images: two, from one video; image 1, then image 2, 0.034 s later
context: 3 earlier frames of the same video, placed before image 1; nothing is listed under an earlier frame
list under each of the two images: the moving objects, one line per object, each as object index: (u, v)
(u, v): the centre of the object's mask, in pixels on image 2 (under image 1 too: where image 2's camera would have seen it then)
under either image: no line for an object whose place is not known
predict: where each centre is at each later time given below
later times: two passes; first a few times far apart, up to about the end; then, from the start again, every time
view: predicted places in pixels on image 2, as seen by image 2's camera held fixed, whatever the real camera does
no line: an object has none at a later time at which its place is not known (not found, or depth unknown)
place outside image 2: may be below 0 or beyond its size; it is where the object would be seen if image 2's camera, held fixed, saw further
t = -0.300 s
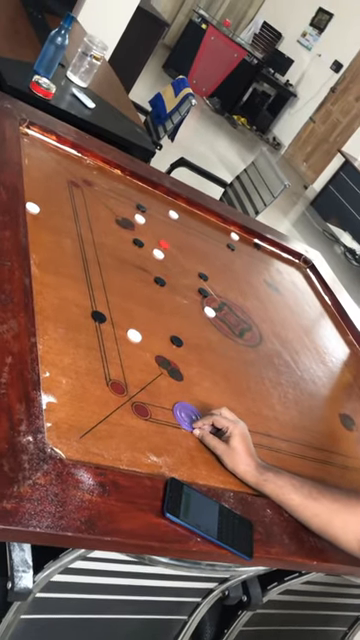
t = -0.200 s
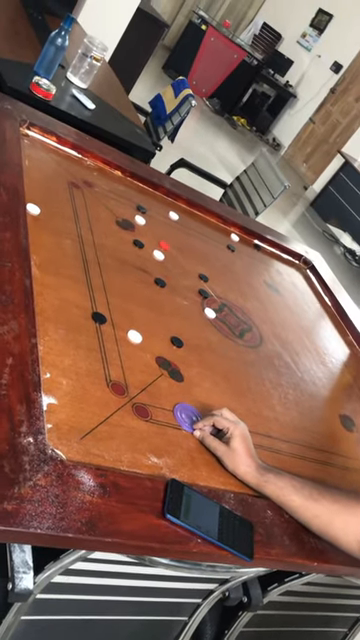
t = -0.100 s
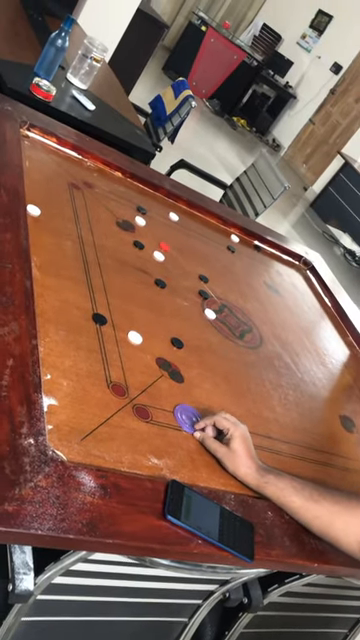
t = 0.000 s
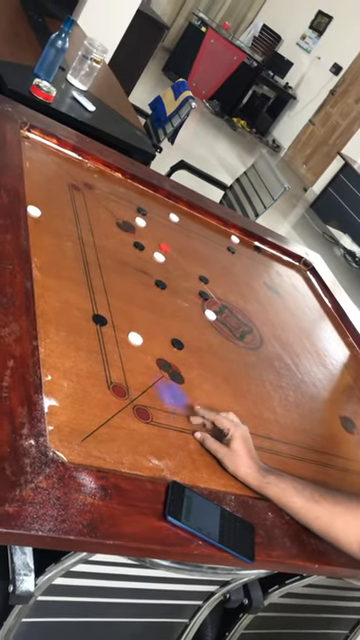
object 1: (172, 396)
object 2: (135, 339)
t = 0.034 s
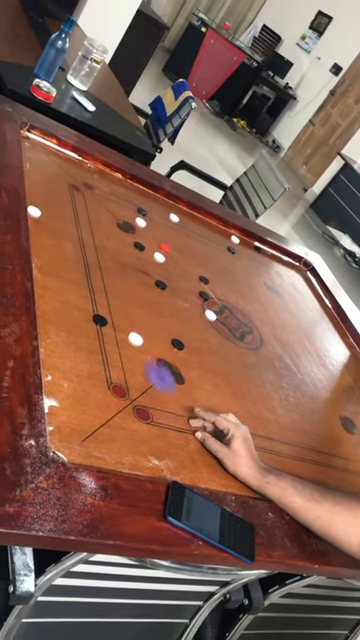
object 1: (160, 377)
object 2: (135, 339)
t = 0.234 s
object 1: (113, 311)
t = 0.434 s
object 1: (83, 272)
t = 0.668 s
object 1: (63, 244)
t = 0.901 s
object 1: (58, 237)
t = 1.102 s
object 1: (58, 237)
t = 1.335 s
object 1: (58, 236)
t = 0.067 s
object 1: (147, 360)
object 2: (135, 338)
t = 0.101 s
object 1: (140, 348)
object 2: (125, 321)
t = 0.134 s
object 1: (133, 338)
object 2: (112, 300)
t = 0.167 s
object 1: (126, 329)
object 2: (100, 280)
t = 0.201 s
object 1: (119, 319)
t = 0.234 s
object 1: (113, 311)
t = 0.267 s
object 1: (108, 304)
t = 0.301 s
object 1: (101, 296)
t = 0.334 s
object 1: (97, 289)
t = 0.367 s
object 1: (92, 282)
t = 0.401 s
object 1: (87, 277)
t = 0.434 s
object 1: (83, 272)
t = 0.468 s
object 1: (79, 266)
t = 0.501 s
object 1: (77, 262)
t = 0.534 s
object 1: (74, 258)
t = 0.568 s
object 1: (70, 253)
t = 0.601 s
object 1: (67, 250)
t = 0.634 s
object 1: (65, 247)
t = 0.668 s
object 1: (63, 244)
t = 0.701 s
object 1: (62, 242)
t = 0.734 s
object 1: (60, 240)
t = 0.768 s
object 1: (59, 238)
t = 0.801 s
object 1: (58, 238)
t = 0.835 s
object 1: (58, 237)
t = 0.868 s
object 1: (58, 237)
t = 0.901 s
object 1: (58, 237)
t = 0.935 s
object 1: (58, 237)
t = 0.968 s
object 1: (58, 237)
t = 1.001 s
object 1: (58, 237)
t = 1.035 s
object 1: (58, 237)
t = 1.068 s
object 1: (58, 237)
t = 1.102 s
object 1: (58, 237)
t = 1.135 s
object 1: (57, 237)
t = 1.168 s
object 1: (58, 237)
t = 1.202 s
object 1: (58, 237)
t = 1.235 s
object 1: (58, 236)
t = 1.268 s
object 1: (58, 237)
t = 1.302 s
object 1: (58, 237)
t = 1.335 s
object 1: (58, 236)
